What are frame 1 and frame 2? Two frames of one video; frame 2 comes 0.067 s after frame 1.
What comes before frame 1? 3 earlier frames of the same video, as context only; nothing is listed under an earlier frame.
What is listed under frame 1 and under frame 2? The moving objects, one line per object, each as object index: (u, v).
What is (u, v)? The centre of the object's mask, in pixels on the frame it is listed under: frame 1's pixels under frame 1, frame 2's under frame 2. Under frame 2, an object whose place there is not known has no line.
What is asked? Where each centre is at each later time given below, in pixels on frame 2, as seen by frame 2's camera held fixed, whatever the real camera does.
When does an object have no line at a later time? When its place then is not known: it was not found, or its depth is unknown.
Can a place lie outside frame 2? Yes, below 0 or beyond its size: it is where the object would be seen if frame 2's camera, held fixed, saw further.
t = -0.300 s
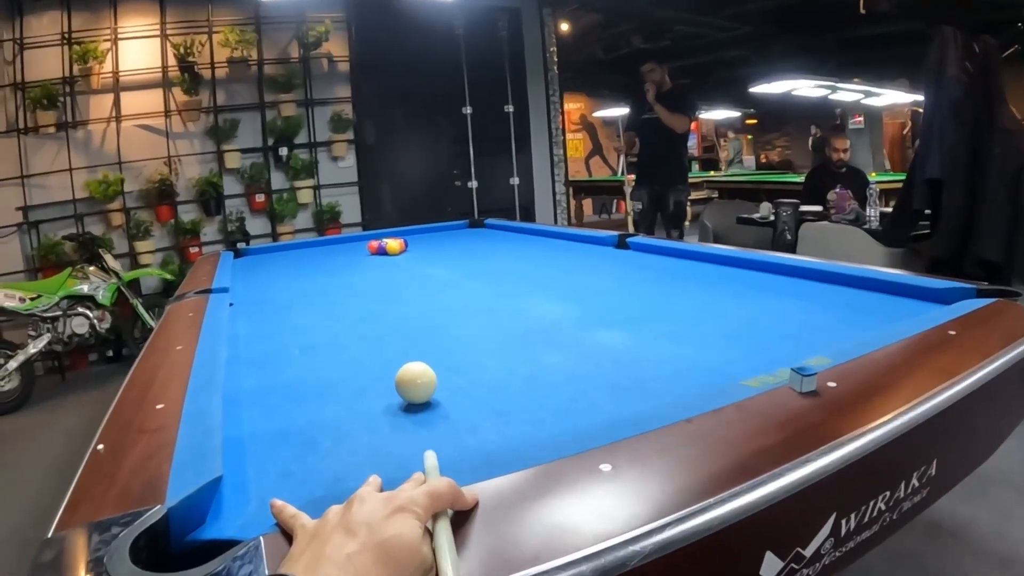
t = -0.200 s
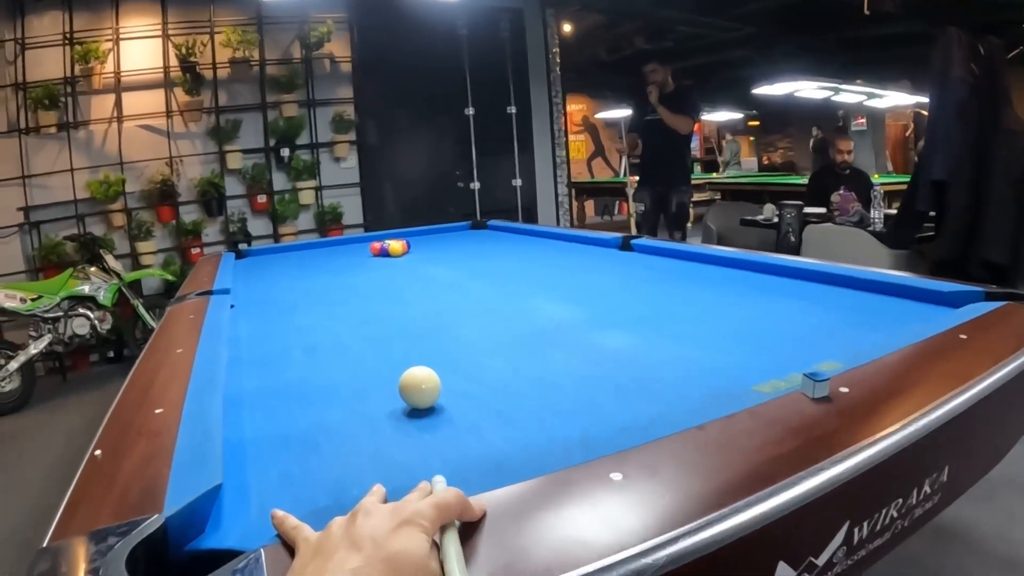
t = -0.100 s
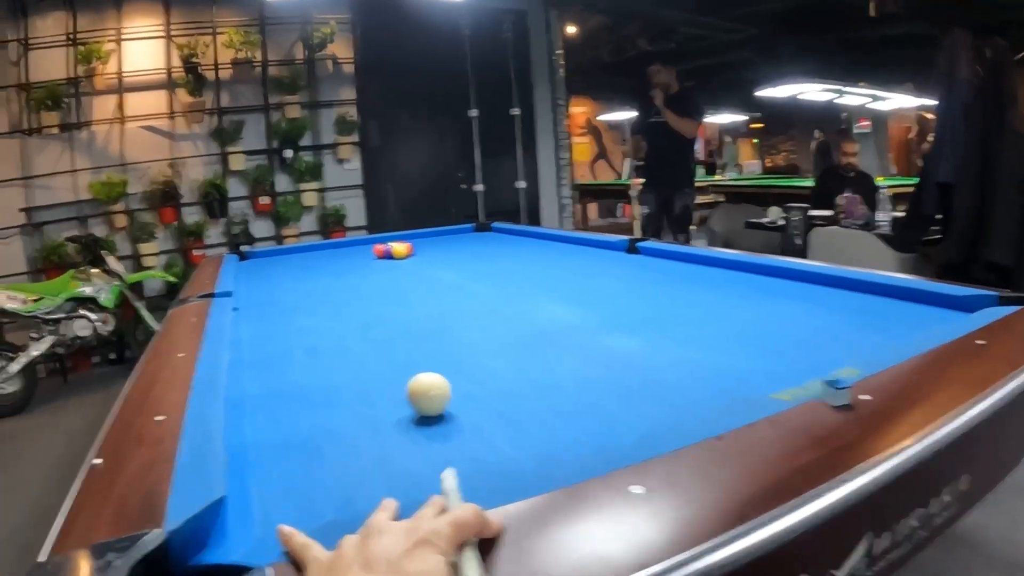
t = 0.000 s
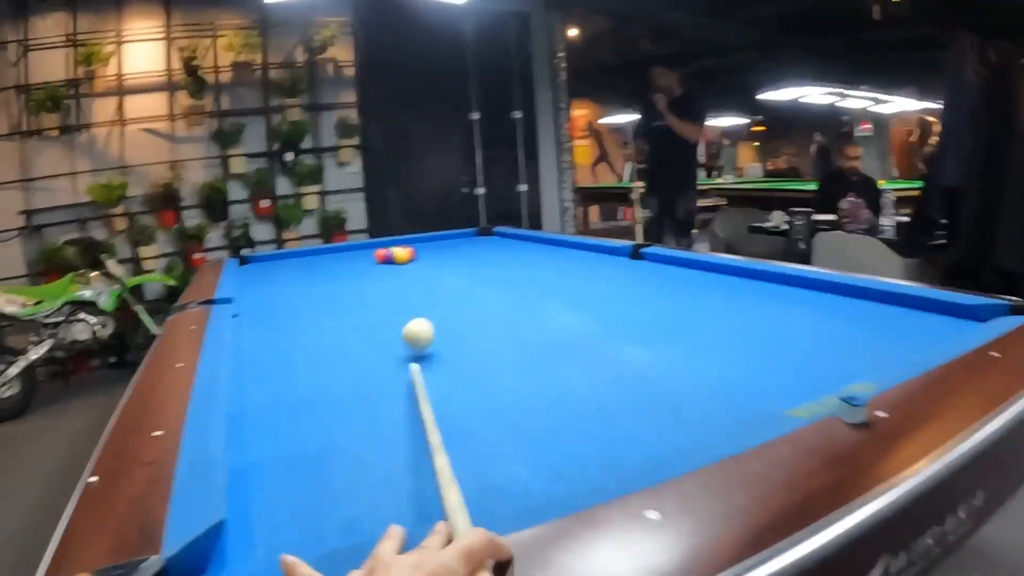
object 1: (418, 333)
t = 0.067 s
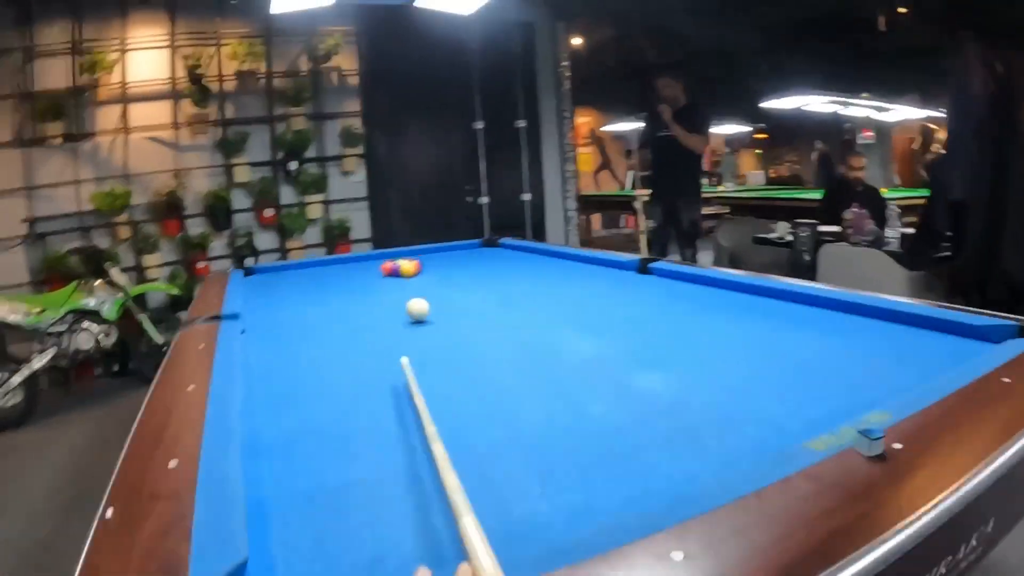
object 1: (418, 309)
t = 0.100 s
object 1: (415, 294)
